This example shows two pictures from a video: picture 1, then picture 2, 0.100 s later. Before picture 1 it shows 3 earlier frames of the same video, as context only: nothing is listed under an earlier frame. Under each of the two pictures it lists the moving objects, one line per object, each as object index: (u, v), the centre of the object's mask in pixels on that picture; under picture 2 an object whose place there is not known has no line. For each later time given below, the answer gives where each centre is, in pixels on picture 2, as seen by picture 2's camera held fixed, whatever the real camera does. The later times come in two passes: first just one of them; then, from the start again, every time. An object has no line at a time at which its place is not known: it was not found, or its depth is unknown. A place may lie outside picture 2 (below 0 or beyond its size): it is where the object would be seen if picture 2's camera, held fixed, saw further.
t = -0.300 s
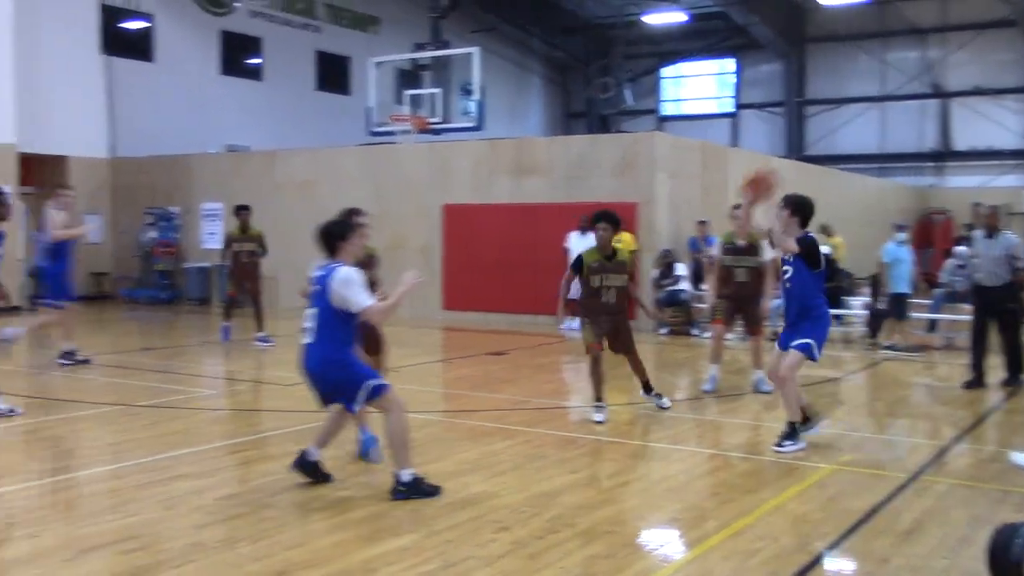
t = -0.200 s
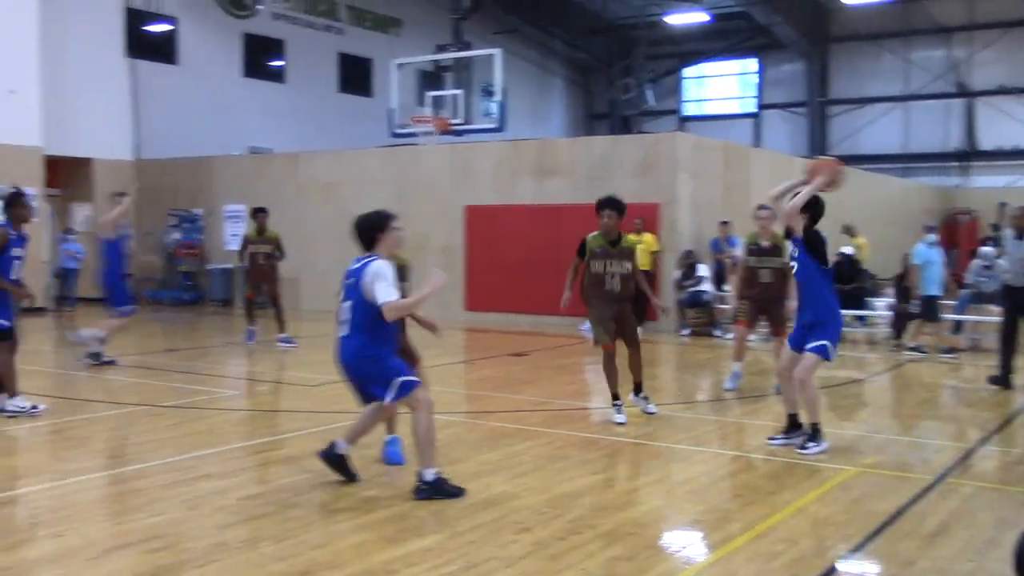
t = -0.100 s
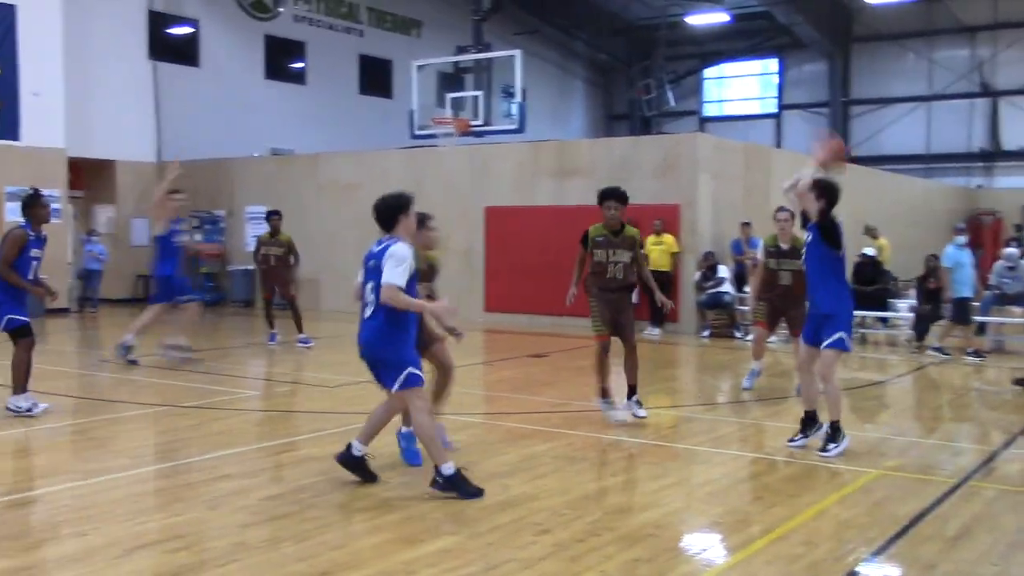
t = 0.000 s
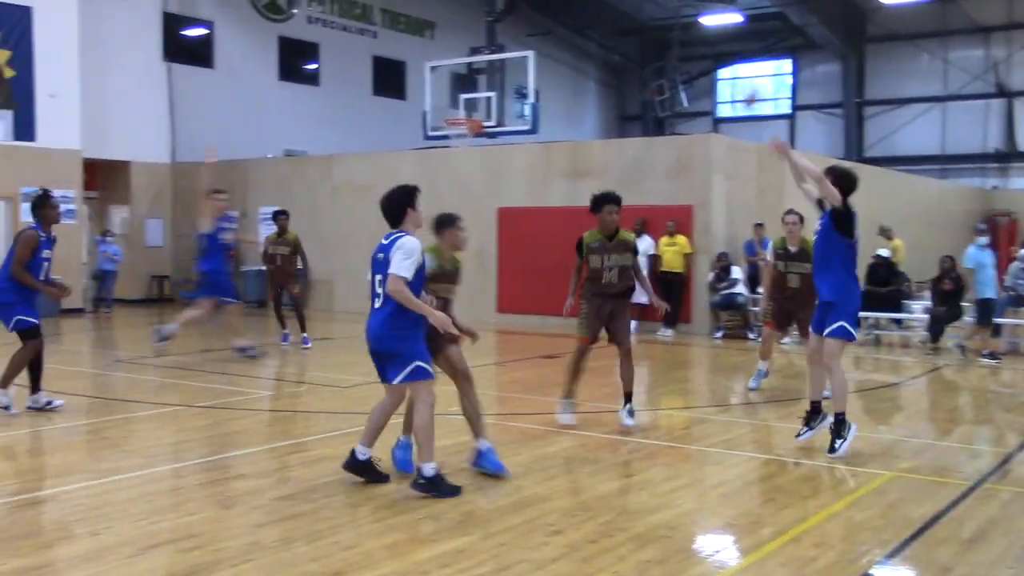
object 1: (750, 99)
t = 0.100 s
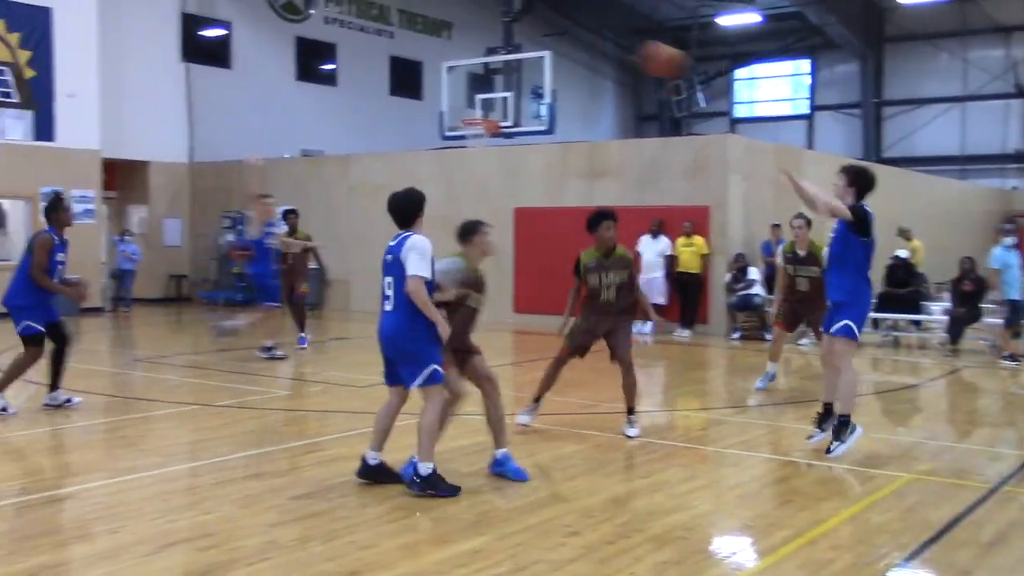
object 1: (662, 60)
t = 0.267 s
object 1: (495, 30)
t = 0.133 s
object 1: (629, 51)
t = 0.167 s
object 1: (594, 42)
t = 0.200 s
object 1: (561, 36)
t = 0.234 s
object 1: (529, 32)
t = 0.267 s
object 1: (495, 30)
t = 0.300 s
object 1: (466, 28)
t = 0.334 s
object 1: (434, 29)
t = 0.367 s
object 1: (403, 31)
